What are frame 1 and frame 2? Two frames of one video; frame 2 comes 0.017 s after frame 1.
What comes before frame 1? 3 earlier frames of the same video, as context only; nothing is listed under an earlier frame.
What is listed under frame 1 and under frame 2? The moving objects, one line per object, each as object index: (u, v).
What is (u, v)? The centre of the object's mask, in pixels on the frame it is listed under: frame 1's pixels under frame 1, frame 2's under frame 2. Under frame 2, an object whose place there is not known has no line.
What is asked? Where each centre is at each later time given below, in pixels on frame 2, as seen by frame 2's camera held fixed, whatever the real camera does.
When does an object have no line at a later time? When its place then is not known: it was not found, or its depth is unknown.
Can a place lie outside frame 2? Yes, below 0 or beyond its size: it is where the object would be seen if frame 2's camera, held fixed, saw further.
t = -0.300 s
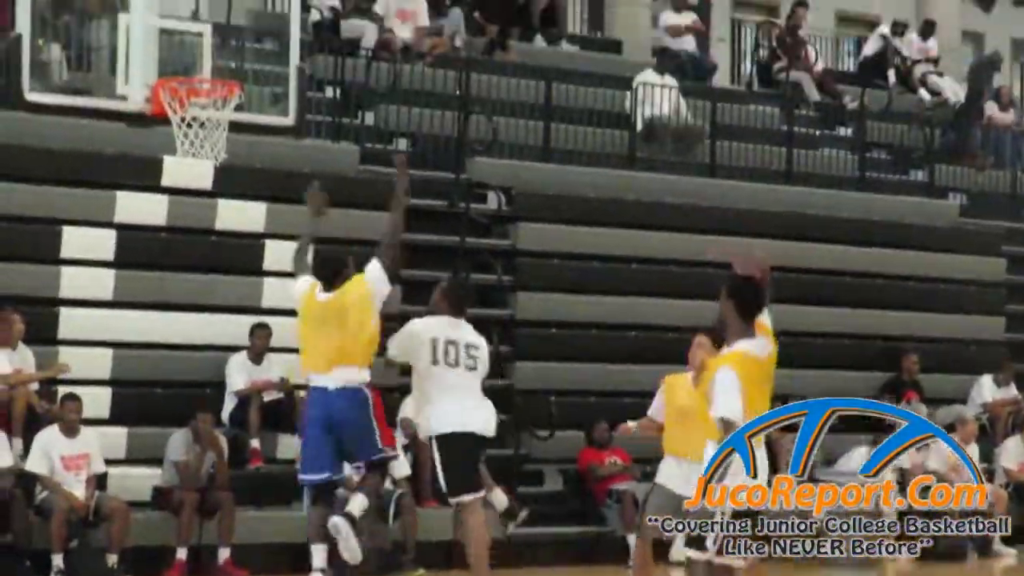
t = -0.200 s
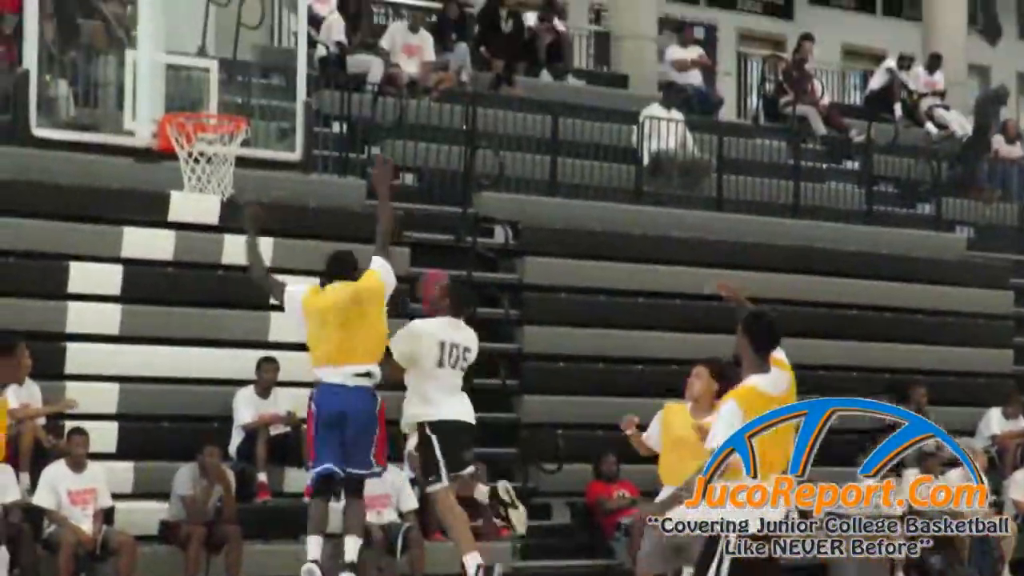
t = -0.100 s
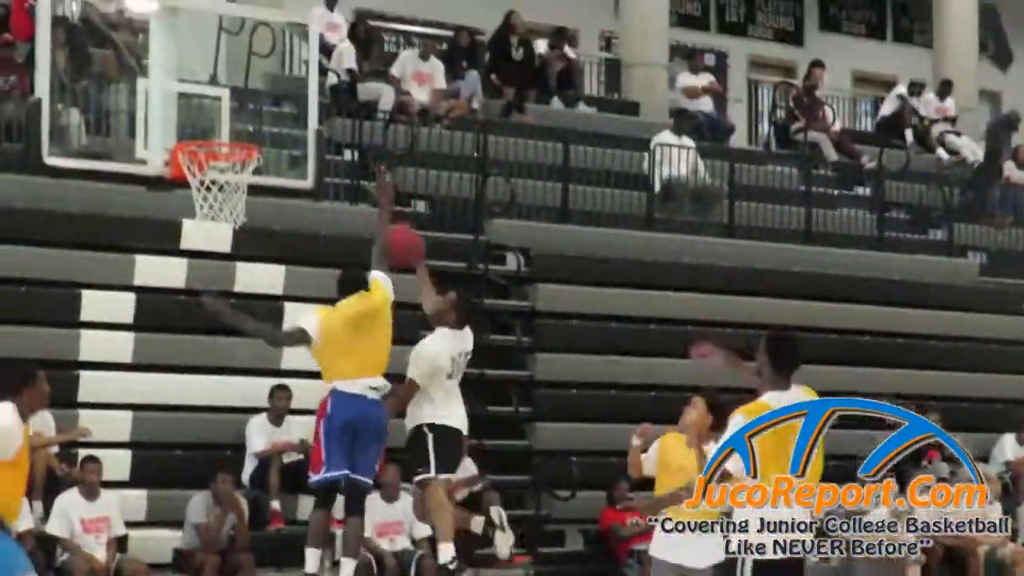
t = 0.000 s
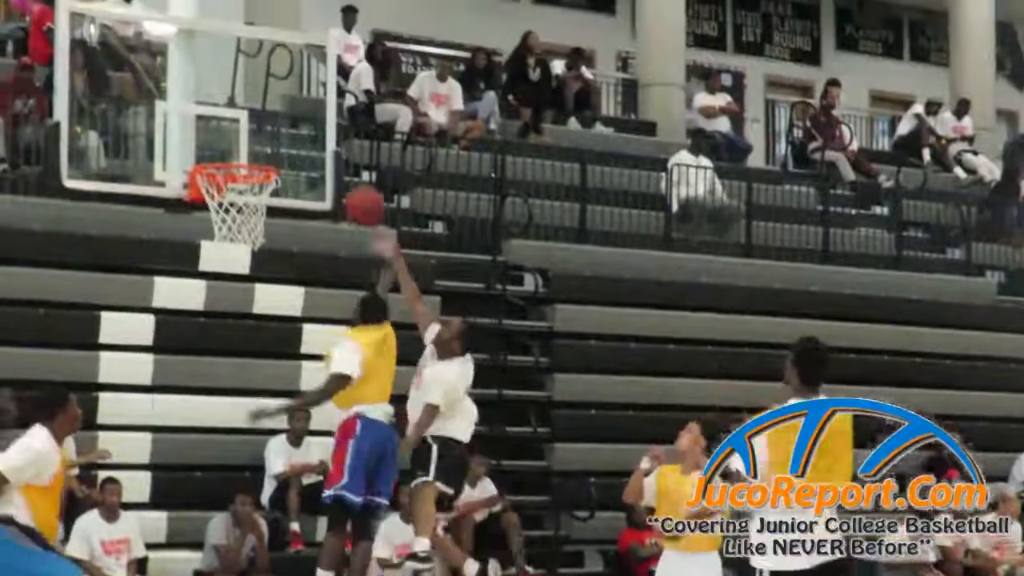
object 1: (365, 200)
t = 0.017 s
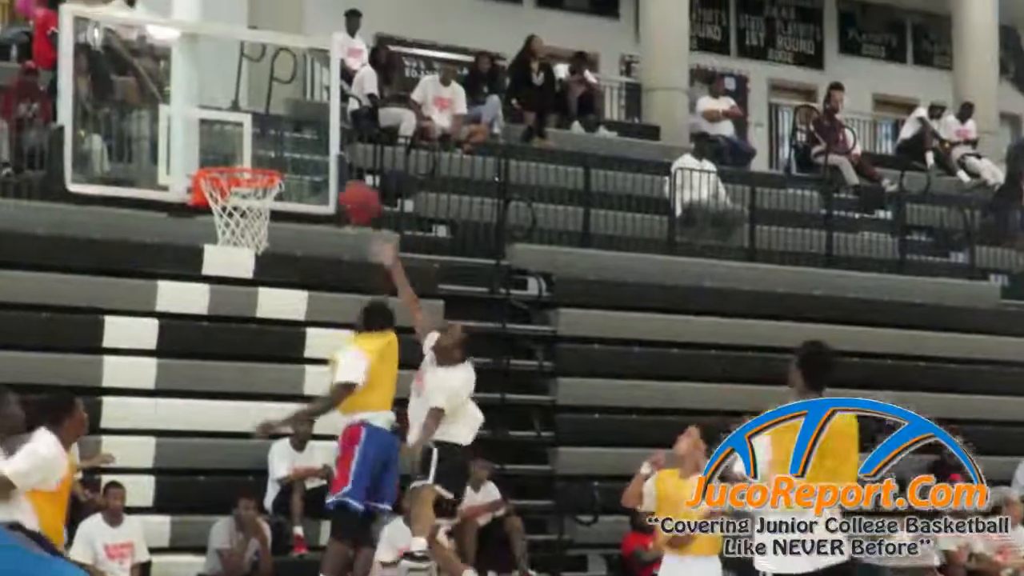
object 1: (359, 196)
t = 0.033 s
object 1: (350, 190)
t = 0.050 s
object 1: (341, 183)
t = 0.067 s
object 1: (331, 175)
